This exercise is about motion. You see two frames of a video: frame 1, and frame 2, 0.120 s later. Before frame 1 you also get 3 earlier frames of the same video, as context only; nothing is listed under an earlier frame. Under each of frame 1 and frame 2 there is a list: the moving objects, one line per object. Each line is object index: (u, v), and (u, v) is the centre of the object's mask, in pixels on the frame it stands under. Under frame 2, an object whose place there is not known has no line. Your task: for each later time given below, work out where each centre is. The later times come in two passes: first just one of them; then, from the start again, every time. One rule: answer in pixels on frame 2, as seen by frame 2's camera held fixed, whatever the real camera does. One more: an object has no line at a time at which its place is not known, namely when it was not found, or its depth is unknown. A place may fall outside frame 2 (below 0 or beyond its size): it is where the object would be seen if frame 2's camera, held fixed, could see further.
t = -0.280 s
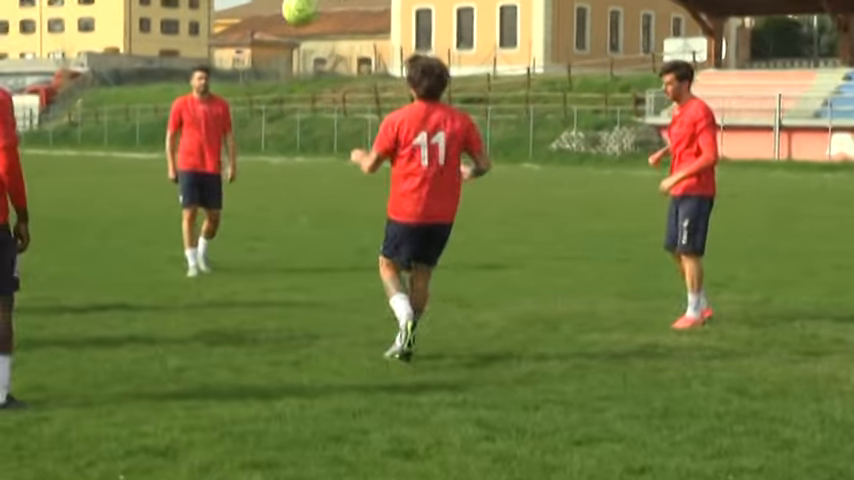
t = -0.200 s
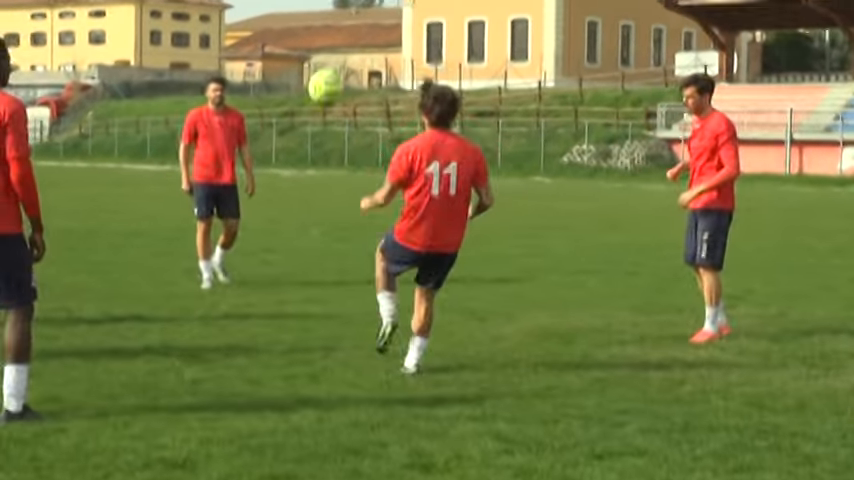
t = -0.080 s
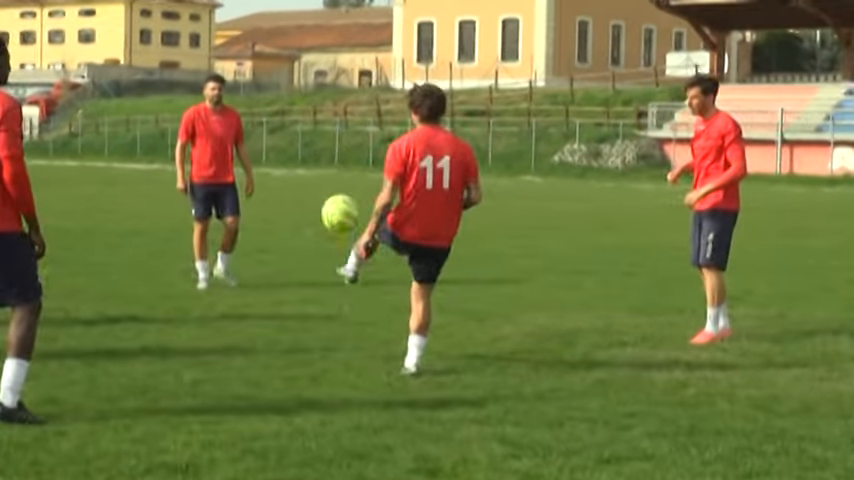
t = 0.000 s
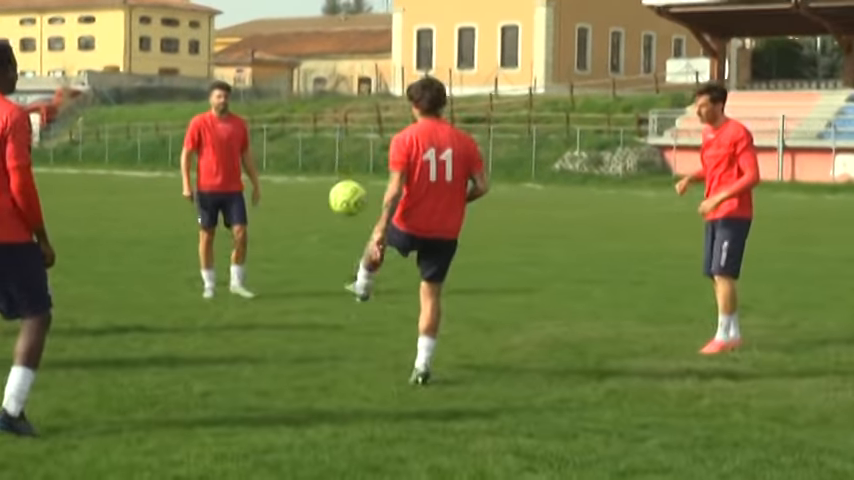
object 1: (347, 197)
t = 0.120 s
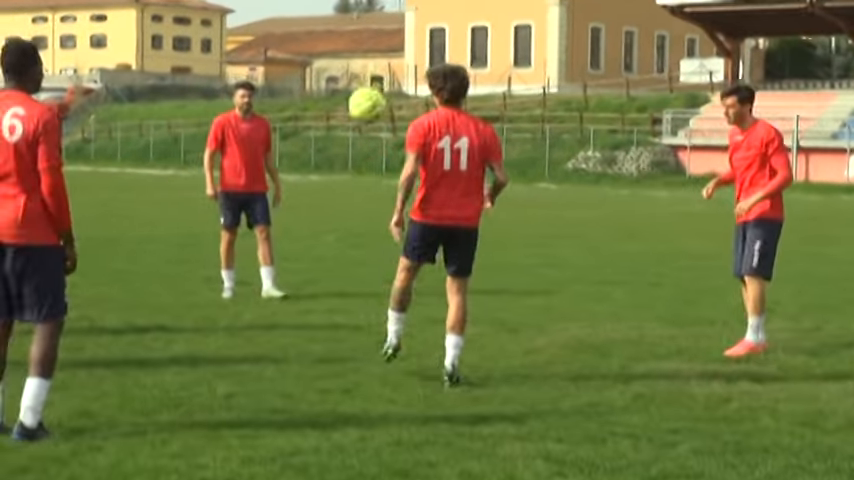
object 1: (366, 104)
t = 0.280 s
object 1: (378, 13)
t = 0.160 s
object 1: (370, 77)
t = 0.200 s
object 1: (372, 54)
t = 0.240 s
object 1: (374, 31)
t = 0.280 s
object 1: (378, 13)
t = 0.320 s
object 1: (380, -4)
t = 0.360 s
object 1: (381, -19)
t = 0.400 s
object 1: (387, -31)
